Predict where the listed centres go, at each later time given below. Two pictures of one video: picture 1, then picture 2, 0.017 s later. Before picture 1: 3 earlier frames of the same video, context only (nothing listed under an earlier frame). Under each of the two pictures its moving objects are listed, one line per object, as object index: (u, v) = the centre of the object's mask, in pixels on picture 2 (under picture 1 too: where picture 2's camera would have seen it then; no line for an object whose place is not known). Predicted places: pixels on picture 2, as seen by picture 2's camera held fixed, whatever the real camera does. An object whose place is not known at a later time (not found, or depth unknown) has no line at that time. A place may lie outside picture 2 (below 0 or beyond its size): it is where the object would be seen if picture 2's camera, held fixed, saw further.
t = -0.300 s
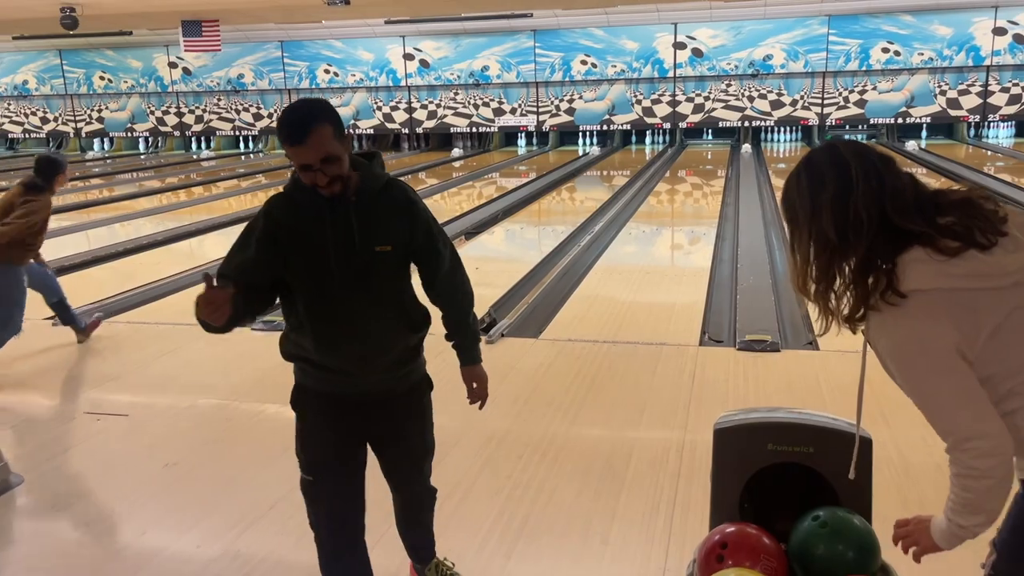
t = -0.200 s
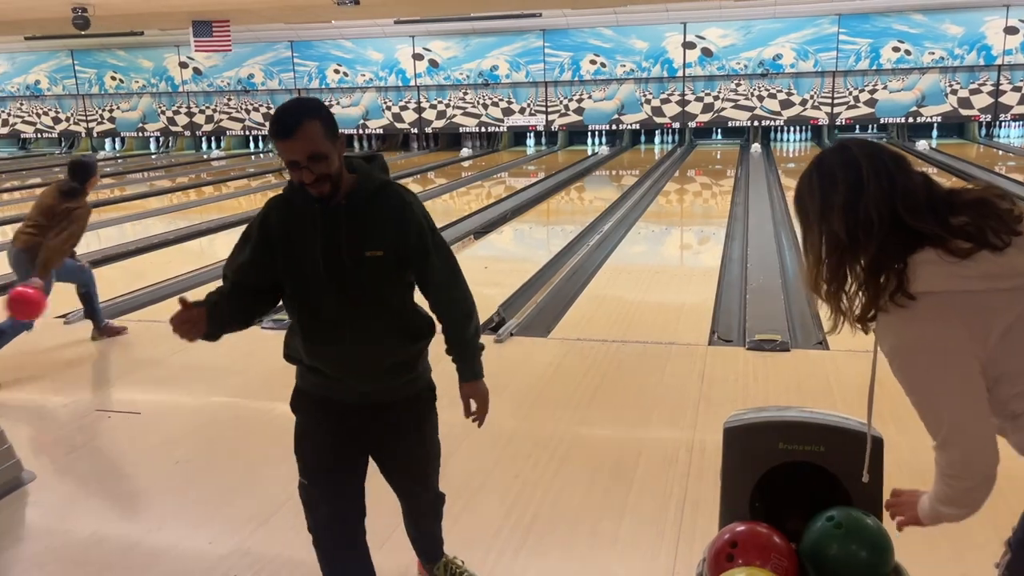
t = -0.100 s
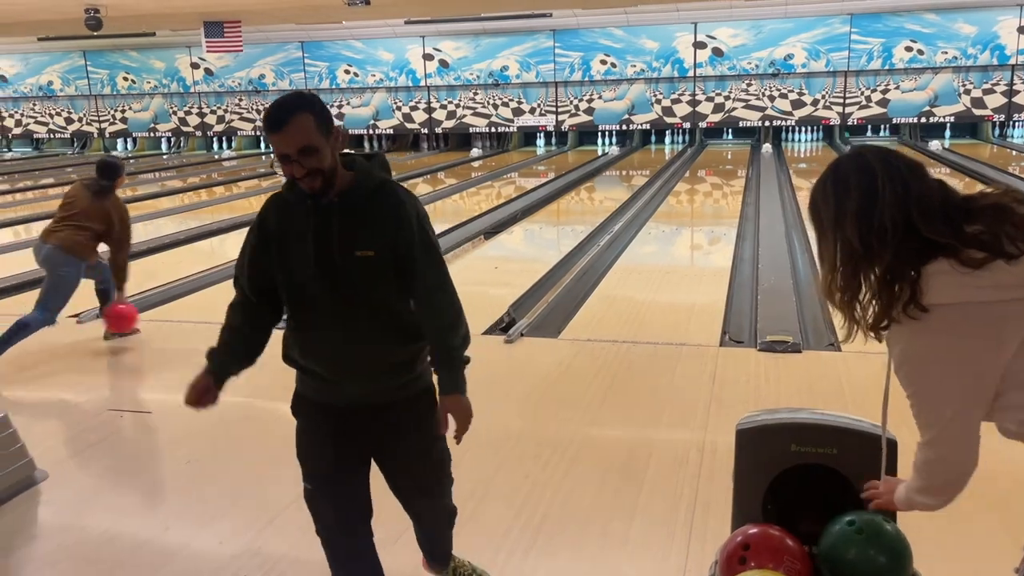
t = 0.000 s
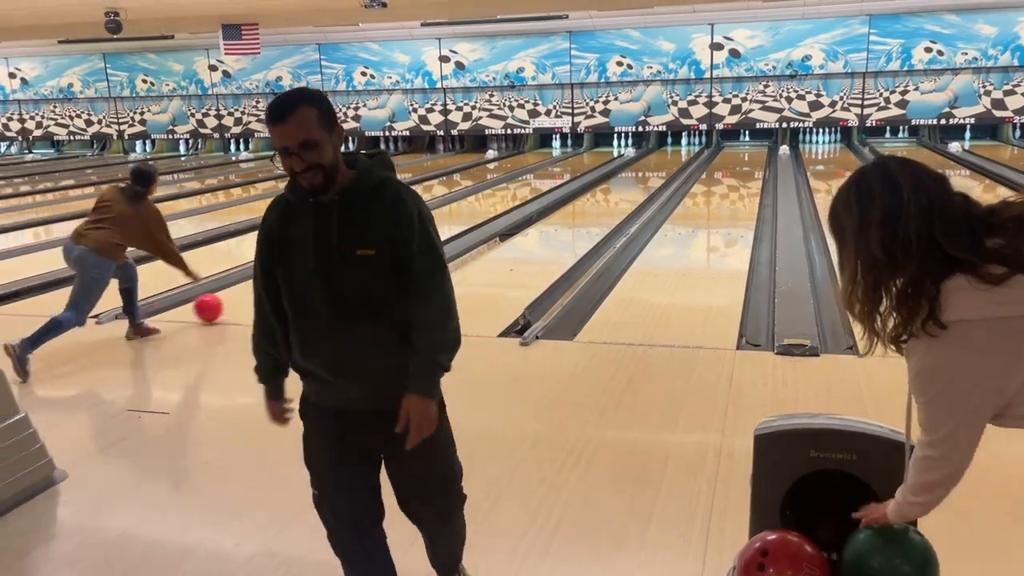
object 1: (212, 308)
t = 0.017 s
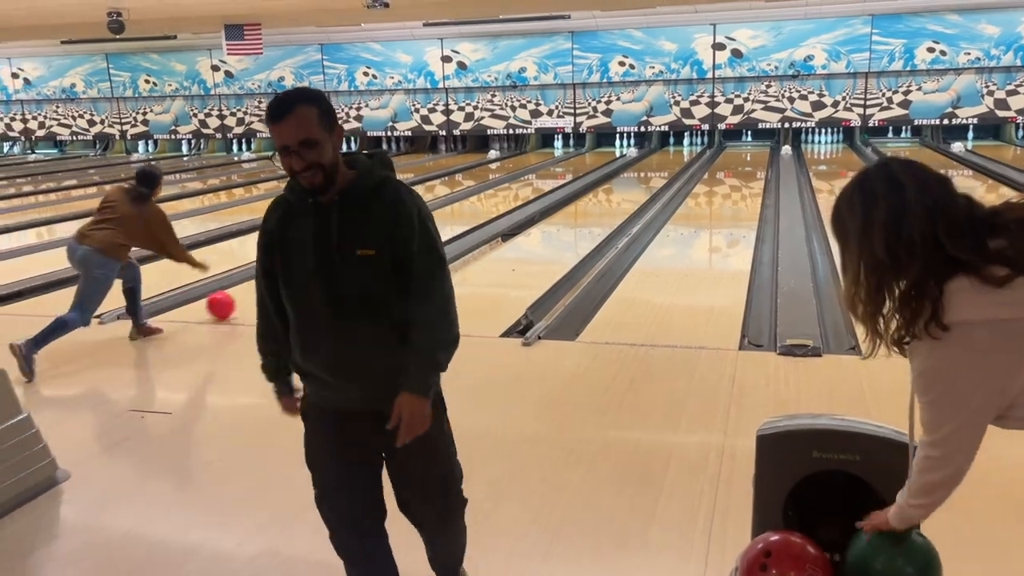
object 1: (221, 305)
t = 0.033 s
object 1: (230, 301)
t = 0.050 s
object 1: (239, 297)
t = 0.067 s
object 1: (246, 294)
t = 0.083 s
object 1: (252, 291)
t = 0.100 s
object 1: (256, 290)
